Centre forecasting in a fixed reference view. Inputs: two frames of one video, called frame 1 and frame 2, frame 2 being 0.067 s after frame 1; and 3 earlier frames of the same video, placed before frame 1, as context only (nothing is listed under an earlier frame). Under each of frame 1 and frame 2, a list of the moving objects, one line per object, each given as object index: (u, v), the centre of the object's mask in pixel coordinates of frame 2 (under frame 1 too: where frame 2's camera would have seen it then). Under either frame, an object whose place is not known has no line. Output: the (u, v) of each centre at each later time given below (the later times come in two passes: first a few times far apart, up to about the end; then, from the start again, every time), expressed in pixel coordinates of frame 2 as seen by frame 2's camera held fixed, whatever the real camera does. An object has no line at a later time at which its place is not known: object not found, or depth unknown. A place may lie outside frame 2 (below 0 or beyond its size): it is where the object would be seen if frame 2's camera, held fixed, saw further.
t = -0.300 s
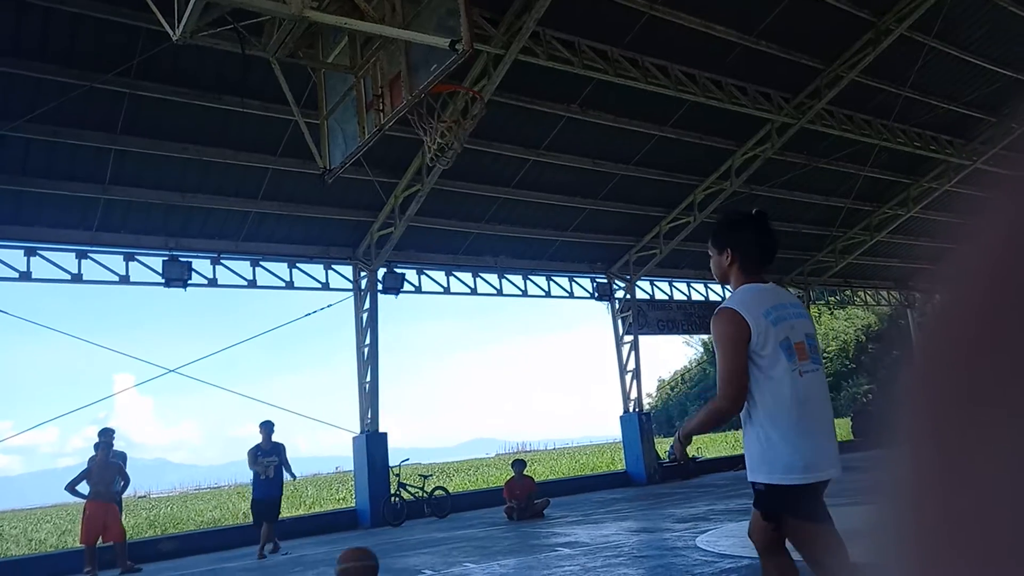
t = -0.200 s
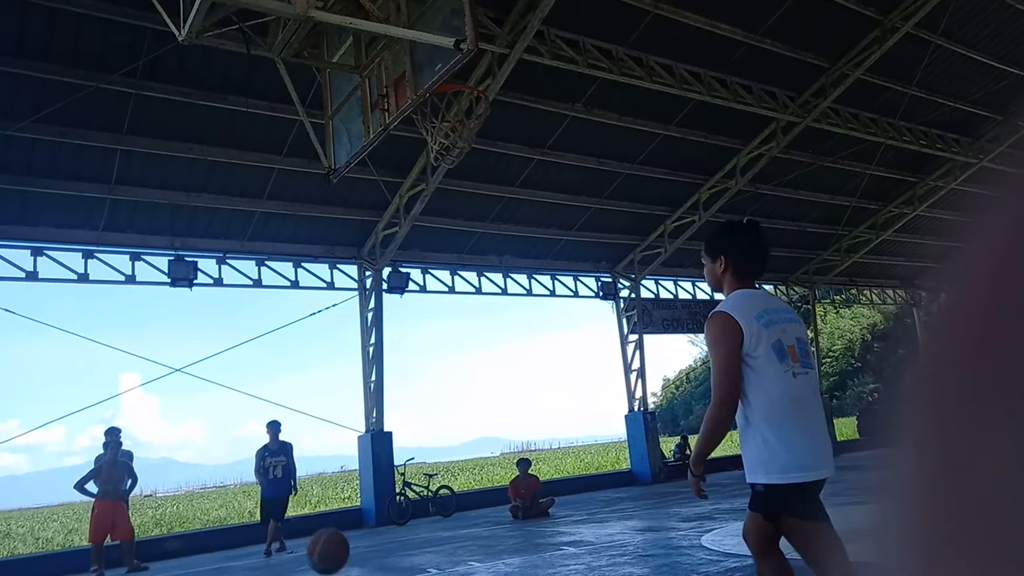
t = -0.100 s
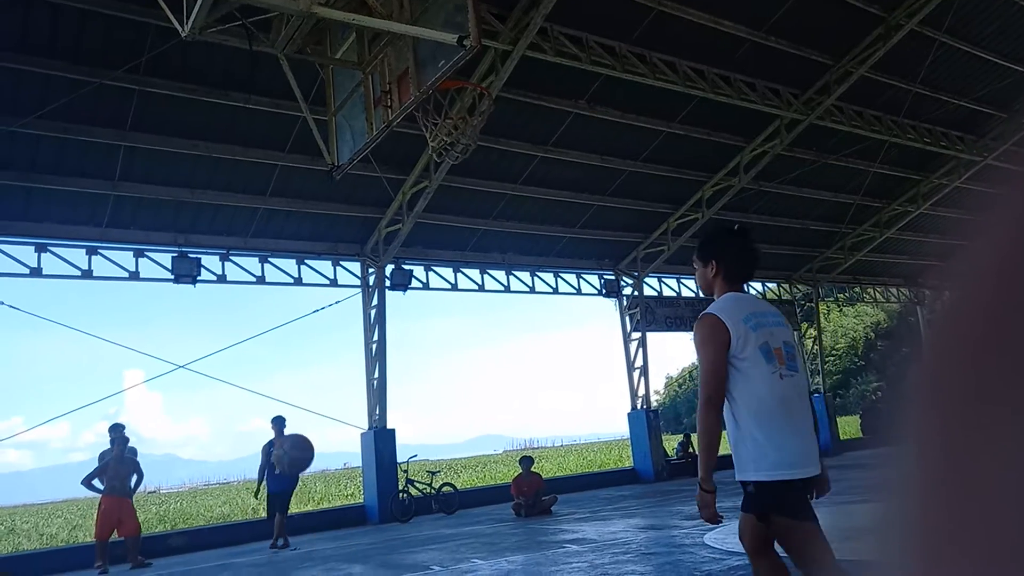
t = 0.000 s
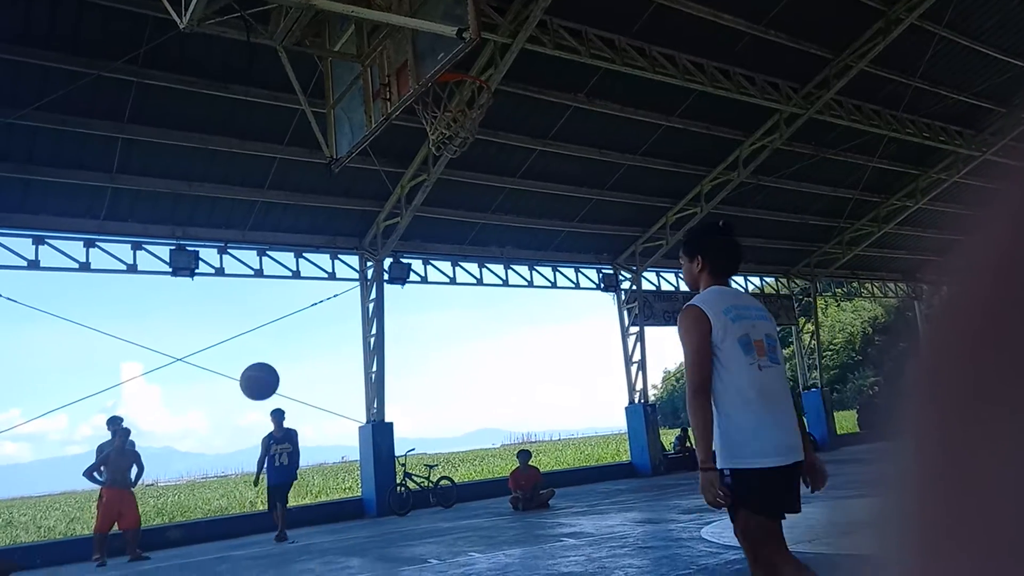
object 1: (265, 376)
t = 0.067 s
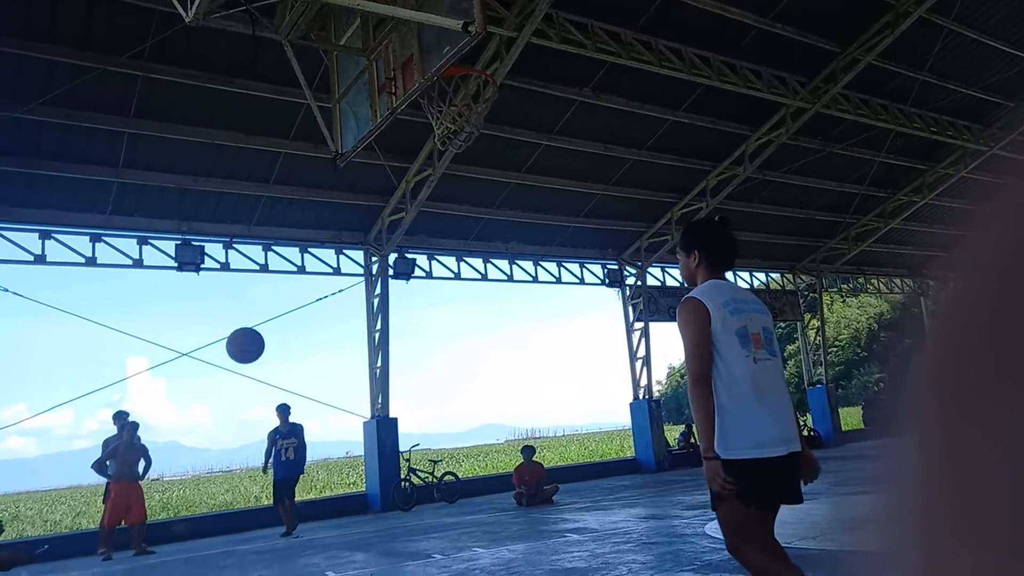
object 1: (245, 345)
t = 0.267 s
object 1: (195, 300)
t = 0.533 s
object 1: (139, 329)
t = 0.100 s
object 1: (236, 333)
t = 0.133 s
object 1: (227, 323)
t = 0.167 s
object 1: (219, 314)
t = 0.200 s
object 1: (211, 308)
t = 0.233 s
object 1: (203, 303)
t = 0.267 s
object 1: (195, 300)
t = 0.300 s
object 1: (187, 299)
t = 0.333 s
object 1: (179, 299)
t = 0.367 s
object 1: (172, 300)
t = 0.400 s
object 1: (166, 304)
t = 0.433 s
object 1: (158, 308)
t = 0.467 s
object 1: (152, 313)
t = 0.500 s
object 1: (145, 320)
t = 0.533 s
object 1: (139, 329)
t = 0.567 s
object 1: (133, 338)
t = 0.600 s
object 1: (127, 349)
